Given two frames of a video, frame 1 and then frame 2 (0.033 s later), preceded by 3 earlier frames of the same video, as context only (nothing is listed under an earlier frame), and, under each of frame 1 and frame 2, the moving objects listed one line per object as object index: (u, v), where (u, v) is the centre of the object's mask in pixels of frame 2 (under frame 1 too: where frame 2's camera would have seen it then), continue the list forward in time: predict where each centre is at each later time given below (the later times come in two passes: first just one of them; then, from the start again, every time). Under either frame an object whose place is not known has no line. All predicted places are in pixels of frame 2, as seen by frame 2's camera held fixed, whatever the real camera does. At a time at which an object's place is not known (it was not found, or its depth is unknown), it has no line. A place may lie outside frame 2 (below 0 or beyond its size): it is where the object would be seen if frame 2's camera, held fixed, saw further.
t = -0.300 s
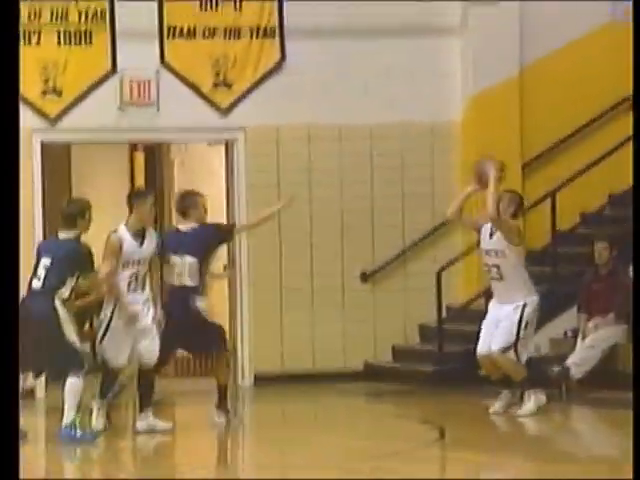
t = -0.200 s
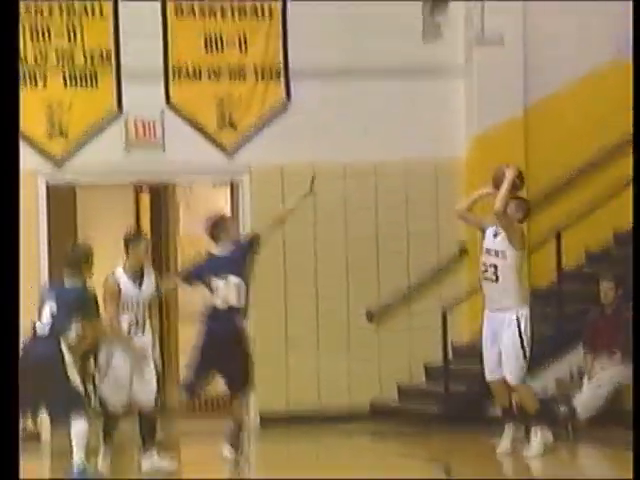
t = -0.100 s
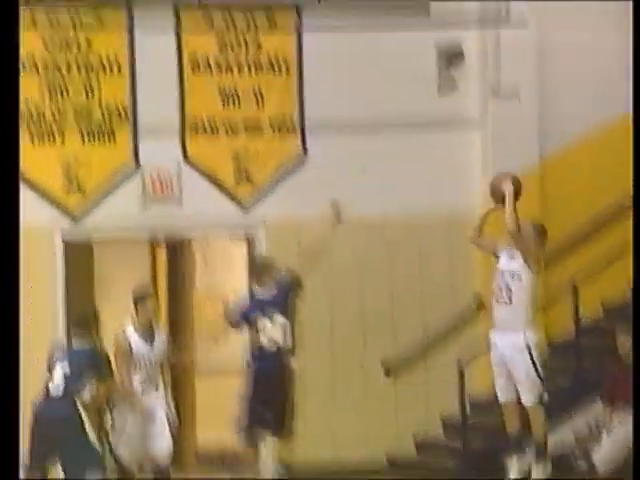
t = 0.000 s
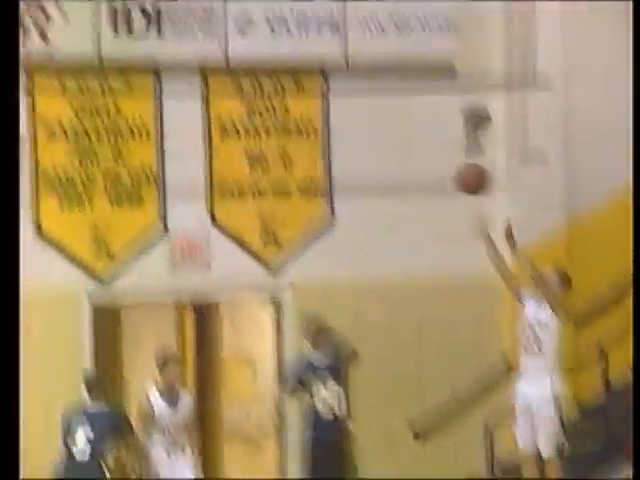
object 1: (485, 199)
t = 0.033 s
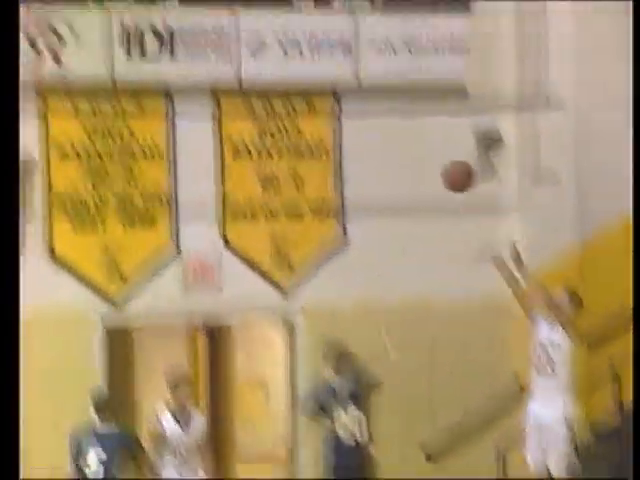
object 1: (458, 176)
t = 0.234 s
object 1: (303, 58)
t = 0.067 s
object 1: (432, 153)
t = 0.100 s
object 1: (406, 131)
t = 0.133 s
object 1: (380, 111)
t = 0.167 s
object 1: (354, 92)
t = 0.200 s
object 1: (329, 75)
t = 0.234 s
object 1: (303, 58)
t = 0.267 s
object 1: (278, 44)
